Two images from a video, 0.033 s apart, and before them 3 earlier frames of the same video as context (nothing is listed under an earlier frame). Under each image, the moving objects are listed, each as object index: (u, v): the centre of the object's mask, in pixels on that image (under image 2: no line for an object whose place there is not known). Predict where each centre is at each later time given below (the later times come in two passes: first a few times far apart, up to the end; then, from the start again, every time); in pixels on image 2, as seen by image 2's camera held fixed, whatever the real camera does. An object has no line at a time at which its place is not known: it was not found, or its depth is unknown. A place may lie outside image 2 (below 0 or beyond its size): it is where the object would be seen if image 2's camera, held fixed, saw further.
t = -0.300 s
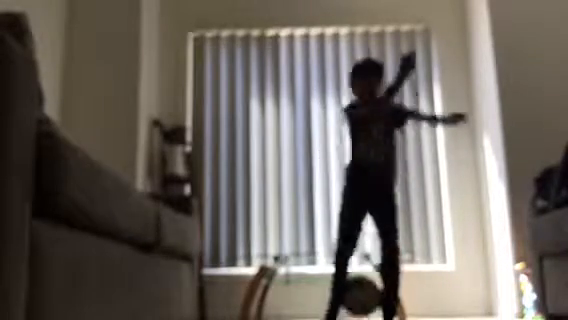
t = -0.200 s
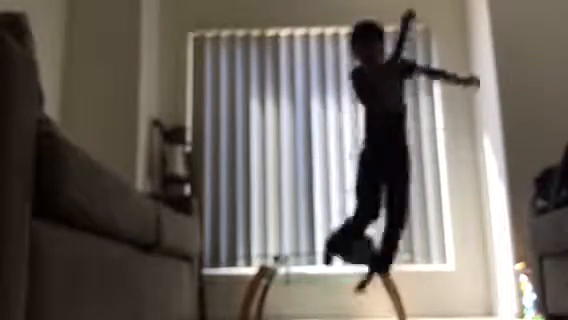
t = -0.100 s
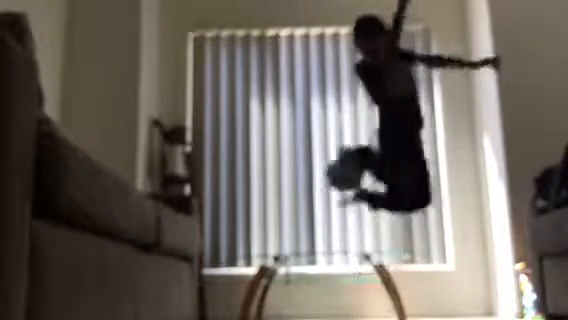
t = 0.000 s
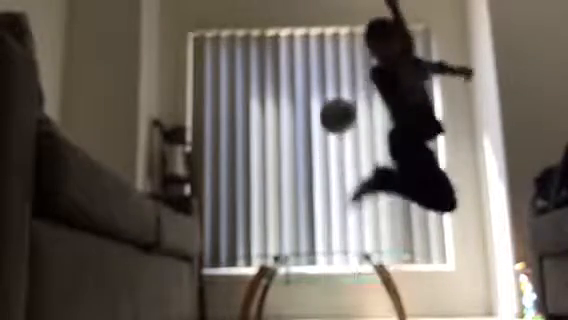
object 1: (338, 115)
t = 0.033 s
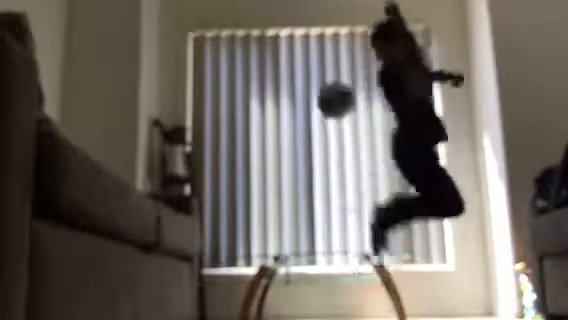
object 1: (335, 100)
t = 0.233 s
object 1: (322, 49)
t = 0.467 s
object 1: (308, 80)
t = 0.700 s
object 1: (298, 232)
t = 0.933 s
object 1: (293, 224)
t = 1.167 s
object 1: (292, 186)
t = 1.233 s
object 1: (292, 196)
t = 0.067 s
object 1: (333, 87)
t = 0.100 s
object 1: (331, 75)
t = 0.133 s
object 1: (328, 65)
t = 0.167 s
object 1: (326, 58)
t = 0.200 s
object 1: (324, 53)
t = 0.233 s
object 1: (322, 49)
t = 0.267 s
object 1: (320, 48)
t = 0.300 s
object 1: (319, 48)
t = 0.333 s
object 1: (317, 49)
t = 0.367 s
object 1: (314, 54)
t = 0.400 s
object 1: (312, 60)
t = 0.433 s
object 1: (311, 69)
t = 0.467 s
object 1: (308, 80)
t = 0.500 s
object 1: (307, 93)
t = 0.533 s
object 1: (306, 109)
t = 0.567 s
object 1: (305, 128)
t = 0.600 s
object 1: (303, 149)
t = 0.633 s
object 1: (301, 173)
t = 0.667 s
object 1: (299, 200)
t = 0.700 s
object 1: (298, 232)
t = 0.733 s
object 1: (297, 268)
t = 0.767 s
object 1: (295, 303)
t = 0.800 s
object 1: (296, 300)
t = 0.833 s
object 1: (295, 276)
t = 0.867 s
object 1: (294, 257)
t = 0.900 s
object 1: (293, 239)
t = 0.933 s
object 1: (293, 224)
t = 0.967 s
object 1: (293, 212)
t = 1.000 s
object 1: (293, 202)
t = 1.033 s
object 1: (292, 194)
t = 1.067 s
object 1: (292, 189)
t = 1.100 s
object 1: (292, 186)
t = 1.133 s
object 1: (292, 184)
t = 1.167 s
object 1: (292, 186)
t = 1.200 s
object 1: (292, 189)
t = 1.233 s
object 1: (292, 196)
